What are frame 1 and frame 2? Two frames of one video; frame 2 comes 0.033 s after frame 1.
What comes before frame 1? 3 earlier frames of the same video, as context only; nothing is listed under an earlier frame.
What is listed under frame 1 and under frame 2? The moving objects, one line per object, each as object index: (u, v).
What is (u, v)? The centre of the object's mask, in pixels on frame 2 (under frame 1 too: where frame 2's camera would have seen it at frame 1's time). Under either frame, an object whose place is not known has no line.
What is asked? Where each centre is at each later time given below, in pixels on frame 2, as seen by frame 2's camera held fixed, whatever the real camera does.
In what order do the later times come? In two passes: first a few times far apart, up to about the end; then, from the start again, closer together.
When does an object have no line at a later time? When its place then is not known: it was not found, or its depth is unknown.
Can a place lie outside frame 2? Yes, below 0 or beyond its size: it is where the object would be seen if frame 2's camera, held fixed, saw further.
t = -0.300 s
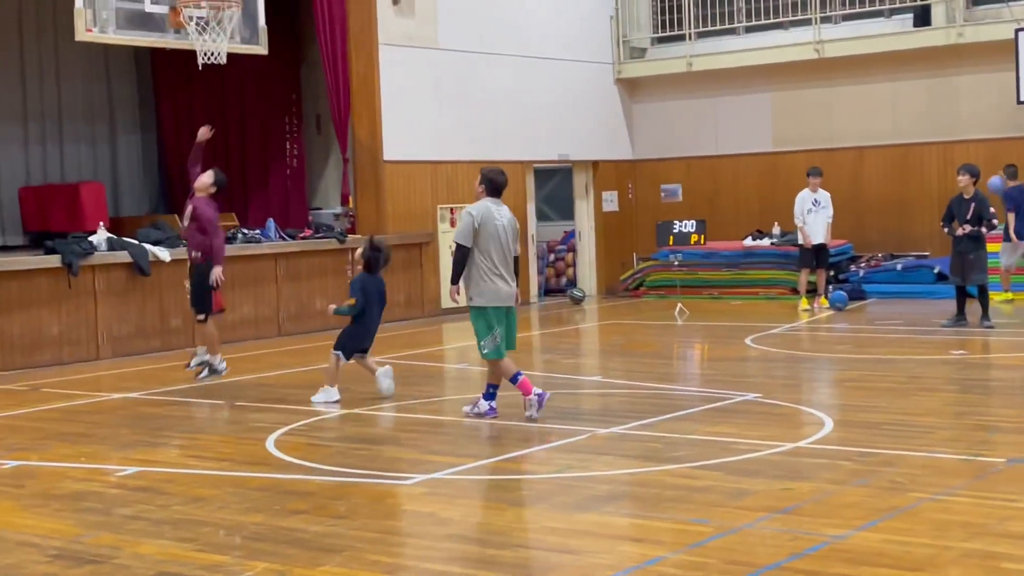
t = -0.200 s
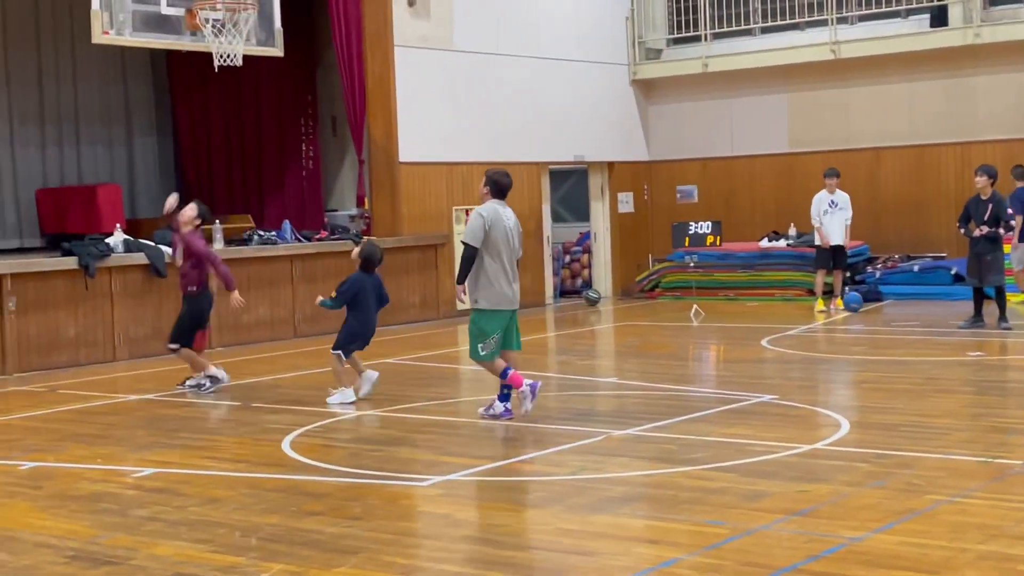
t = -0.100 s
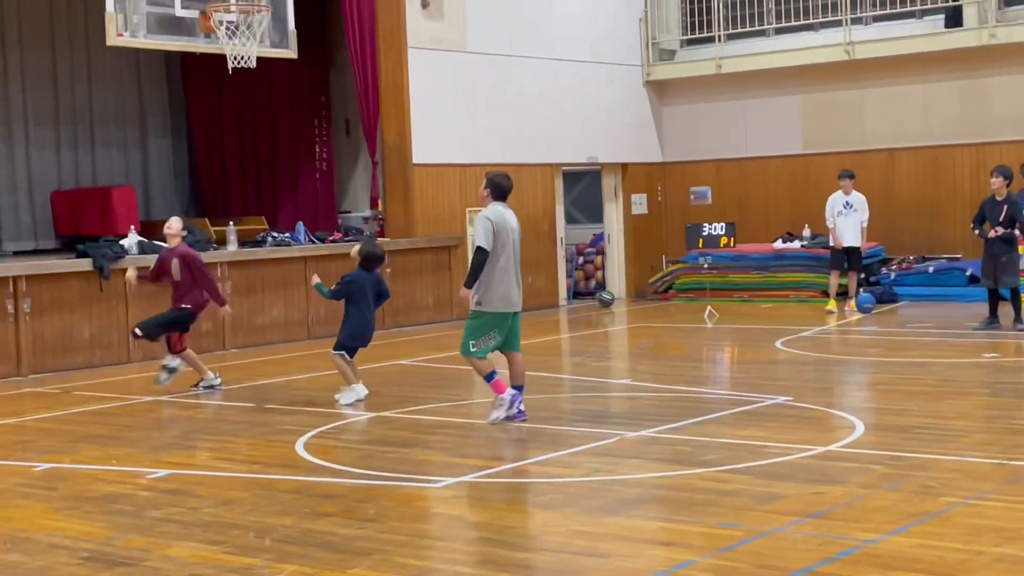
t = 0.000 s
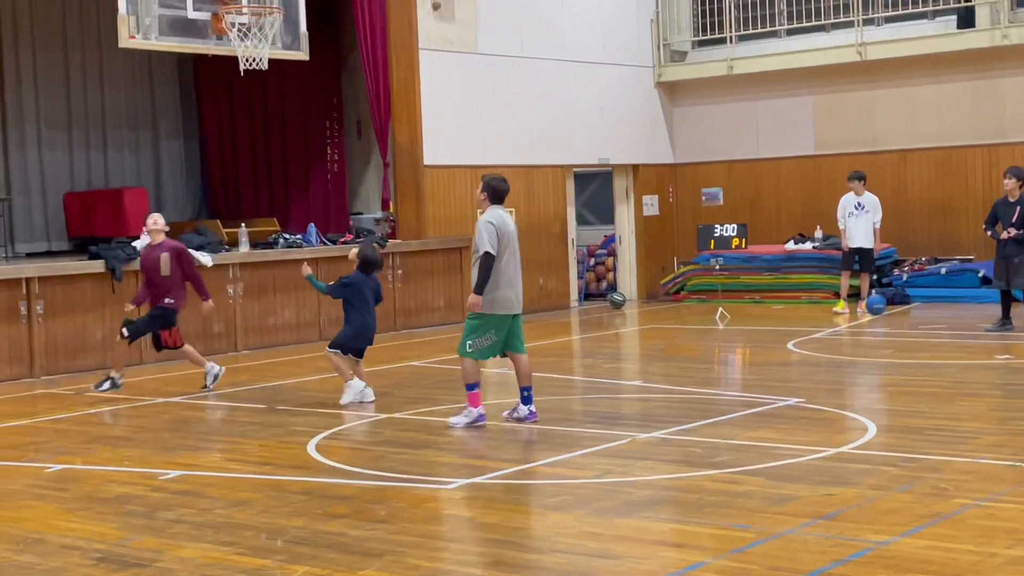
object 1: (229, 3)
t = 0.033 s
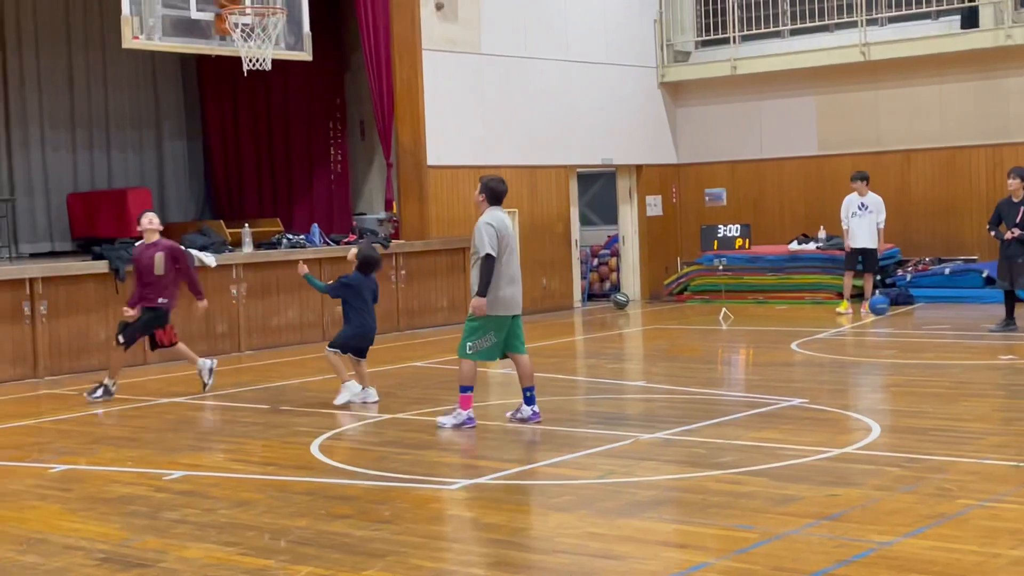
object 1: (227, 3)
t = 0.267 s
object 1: (245, -2)
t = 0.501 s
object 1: (259, 43)
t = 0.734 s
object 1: (278, 132)
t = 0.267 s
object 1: (245, -2)
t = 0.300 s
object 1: (246, 0)
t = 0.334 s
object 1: (247, 0)
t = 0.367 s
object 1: (250, 0)
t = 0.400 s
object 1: (253, 10)
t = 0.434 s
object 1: (257, 21)
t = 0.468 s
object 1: (258, 32)
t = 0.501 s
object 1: (259, 43)
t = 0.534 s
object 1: (264, 56)
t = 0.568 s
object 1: (265, 61)
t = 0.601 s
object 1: (268, 72)
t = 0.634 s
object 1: (270, 84)
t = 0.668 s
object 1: (273, 99)
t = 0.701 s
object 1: (275, 114)
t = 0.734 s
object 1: (278, 132)
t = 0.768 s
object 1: (281, 150)
